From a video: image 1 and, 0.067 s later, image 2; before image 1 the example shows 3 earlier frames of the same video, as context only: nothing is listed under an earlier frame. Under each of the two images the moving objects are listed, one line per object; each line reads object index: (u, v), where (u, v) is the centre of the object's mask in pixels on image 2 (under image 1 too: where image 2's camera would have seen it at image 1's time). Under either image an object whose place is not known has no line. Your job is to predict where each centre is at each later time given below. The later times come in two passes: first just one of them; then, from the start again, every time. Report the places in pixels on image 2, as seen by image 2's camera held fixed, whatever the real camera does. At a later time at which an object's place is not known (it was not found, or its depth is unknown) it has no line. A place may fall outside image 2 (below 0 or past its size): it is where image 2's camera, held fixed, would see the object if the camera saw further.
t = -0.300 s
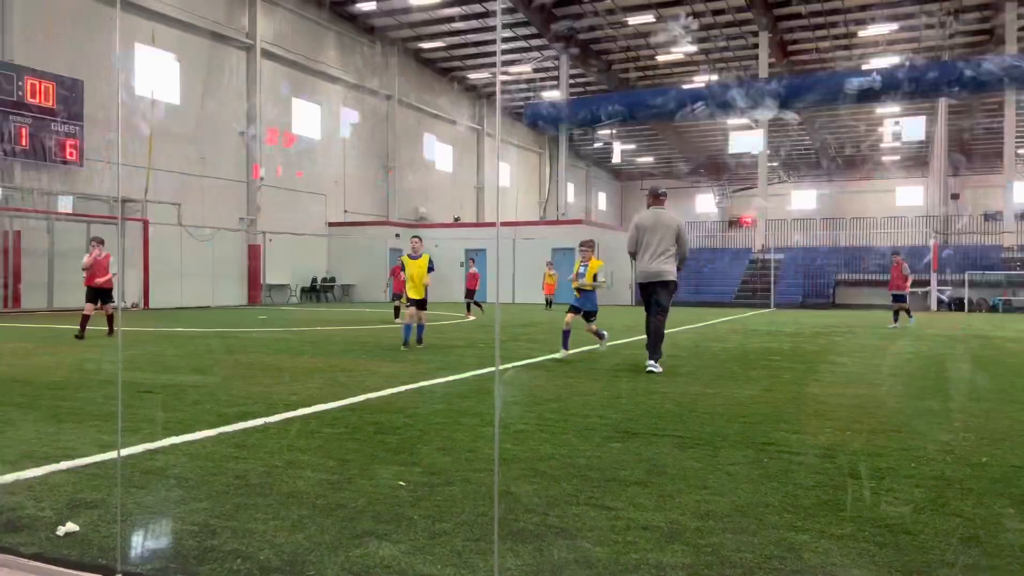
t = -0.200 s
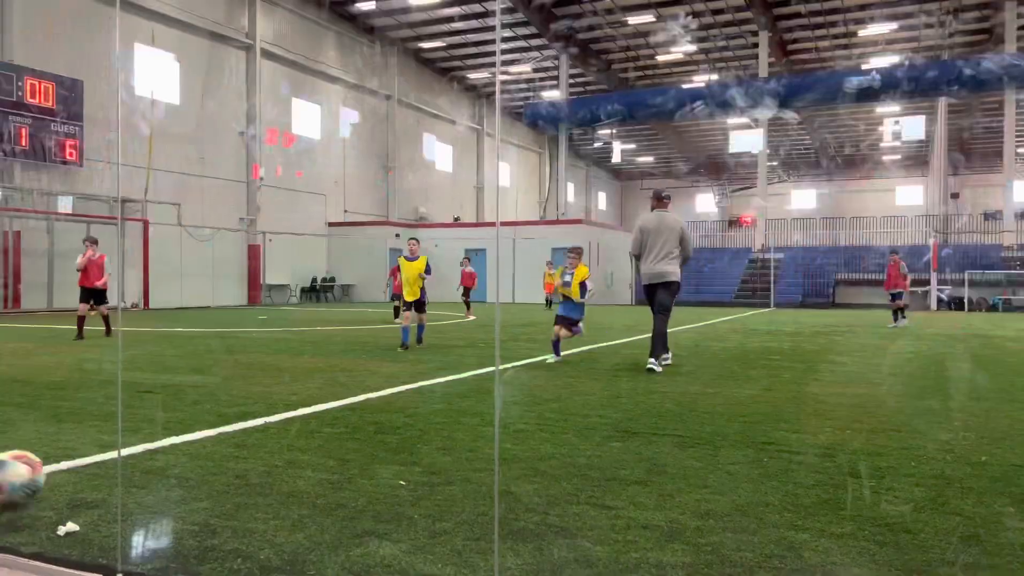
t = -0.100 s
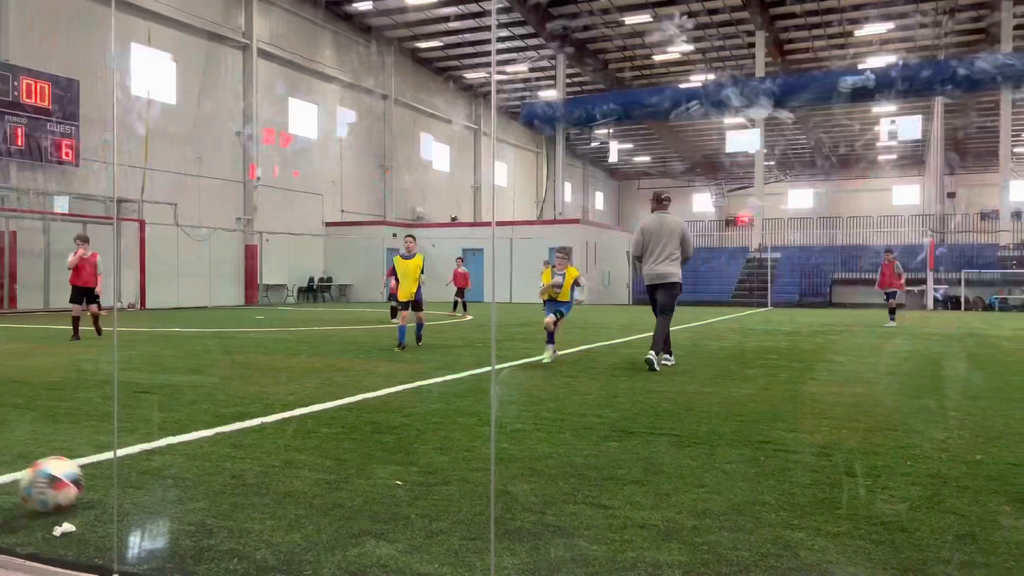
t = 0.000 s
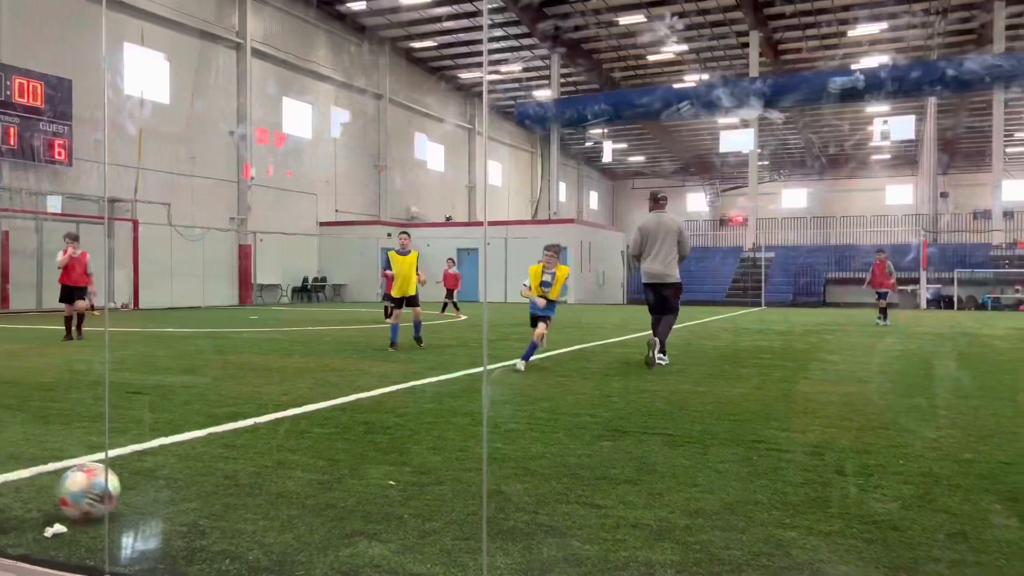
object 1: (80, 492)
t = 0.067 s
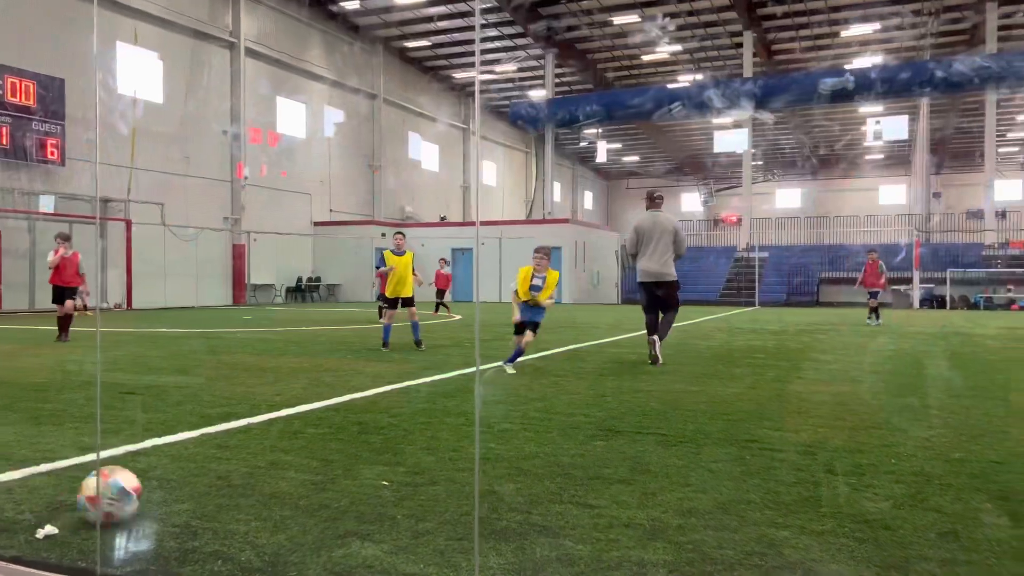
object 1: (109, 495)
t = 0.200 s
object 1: (169, 503)
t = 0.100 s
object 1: (124, 497)
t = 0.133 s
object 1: (138, 498)
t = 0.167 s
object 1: (154, 500)
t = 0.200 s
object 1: (169, 503)
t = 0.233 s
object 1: (186, 504)
